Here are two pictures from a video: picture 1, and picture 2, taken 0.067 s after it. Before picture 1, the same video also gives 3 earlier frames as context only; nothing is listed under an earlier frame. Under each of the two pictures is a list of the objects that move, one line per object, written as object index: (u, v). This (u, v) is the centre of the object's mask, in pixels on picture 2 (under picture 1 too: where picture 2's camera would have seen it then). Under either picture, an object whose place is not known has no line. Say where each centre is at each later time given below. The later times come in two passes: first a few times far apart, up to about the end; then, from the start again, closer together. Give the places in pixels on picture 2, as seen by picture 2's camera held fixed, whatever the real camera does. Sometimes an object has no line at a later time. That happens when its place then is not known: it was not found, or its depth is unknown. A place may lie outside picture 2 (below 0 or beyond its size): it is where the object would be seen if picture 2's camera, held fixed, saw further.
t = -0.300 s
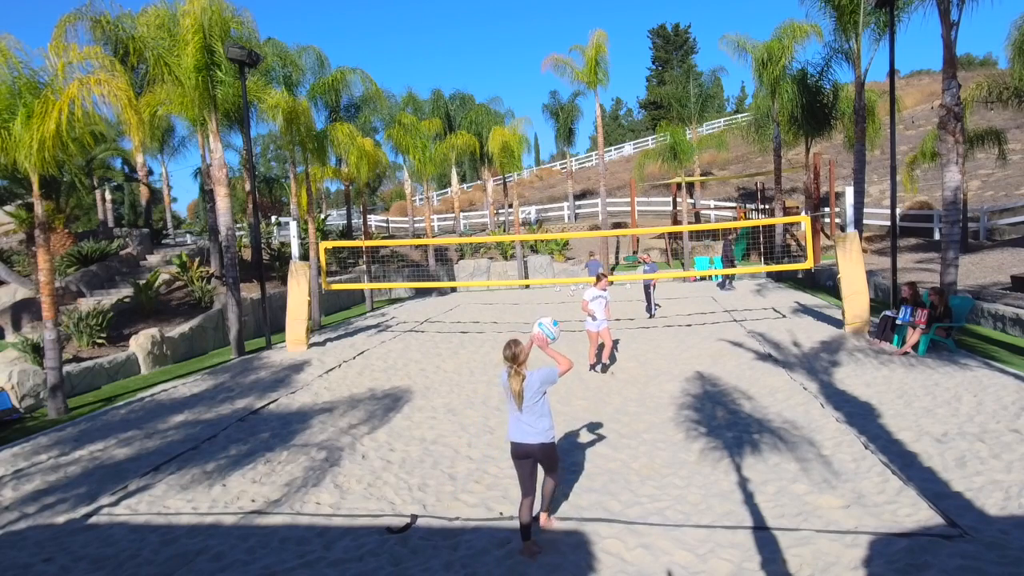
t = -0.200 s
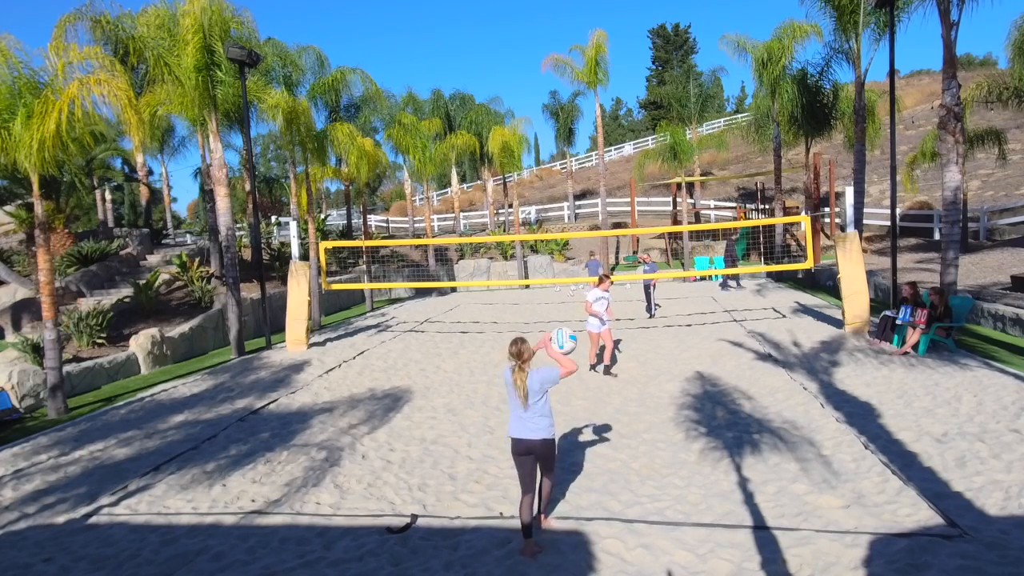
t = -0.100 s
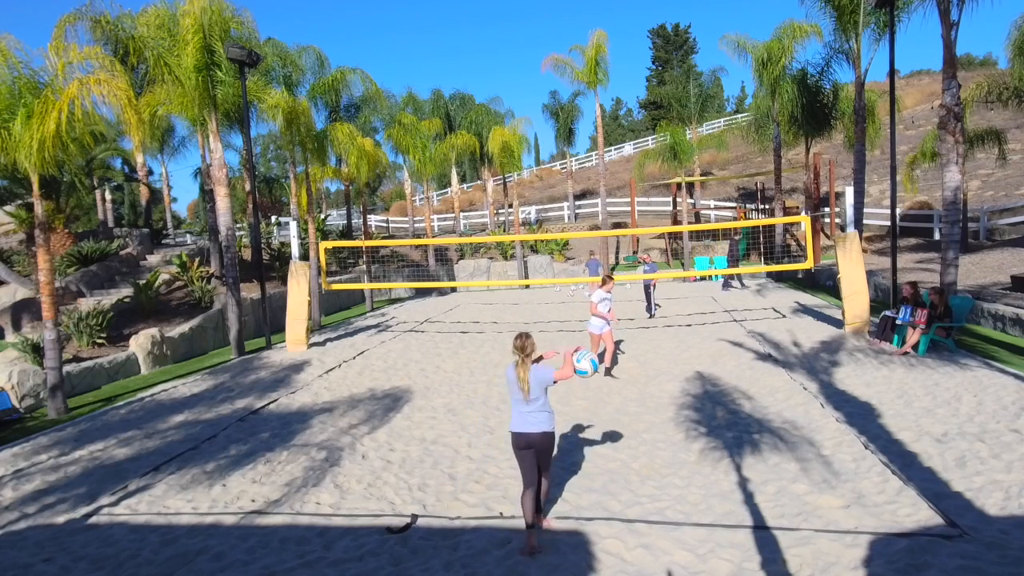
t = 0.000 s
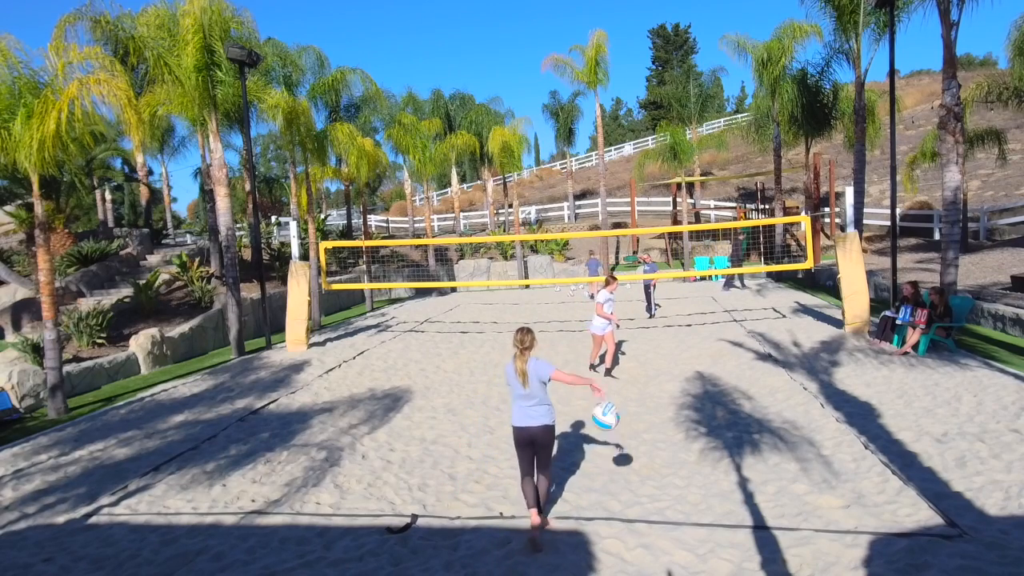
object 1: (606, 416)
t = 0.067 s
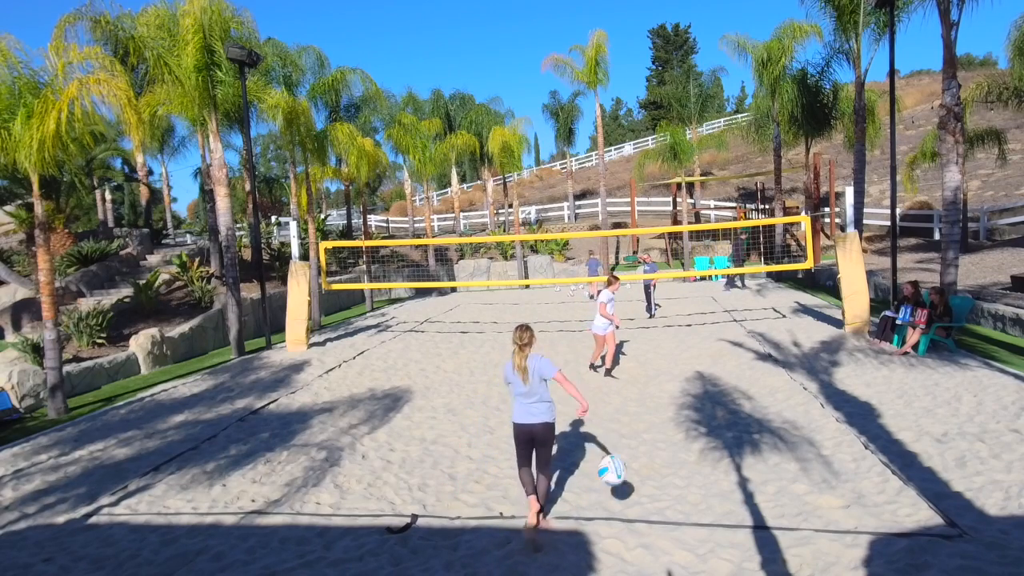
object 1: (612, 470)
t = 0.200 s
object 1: (629, 532)
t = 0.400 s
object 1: (661, 502)
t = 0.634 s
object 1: (703, 532)
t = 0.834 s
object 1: (719, 559)
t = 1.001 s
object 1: (712, 565)
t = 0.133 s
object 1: (620, 534)
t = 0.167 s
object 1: (624, 541)
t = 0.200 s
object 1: (629, 532)
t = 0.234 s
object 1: (634, 524)
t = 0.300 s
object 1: (644, 511)
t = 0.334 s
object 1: (650, 507)
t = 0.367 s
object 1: (655, 504)
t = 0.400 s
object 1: (661, 502)
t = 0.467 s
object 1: (672, 503)
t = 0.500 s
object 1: (678, 506)
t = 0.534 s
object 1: (684, 510)
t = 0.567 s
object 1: (690, 516)
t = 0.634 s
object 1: (703, 532)
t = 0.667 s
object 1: (709, 542)
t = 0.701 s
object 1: (716, 554)
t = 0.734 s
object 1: (722, 564)
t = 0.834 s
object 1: (719, 559)
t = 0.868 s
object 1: (718, 559)
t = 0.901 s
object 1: (717, 559)
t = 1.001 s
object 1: (712, 565)
